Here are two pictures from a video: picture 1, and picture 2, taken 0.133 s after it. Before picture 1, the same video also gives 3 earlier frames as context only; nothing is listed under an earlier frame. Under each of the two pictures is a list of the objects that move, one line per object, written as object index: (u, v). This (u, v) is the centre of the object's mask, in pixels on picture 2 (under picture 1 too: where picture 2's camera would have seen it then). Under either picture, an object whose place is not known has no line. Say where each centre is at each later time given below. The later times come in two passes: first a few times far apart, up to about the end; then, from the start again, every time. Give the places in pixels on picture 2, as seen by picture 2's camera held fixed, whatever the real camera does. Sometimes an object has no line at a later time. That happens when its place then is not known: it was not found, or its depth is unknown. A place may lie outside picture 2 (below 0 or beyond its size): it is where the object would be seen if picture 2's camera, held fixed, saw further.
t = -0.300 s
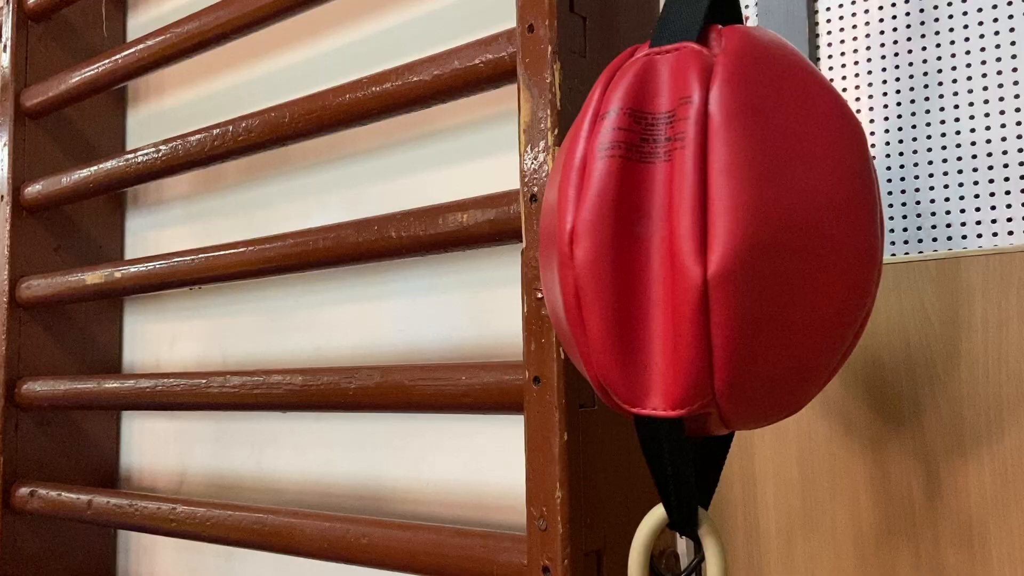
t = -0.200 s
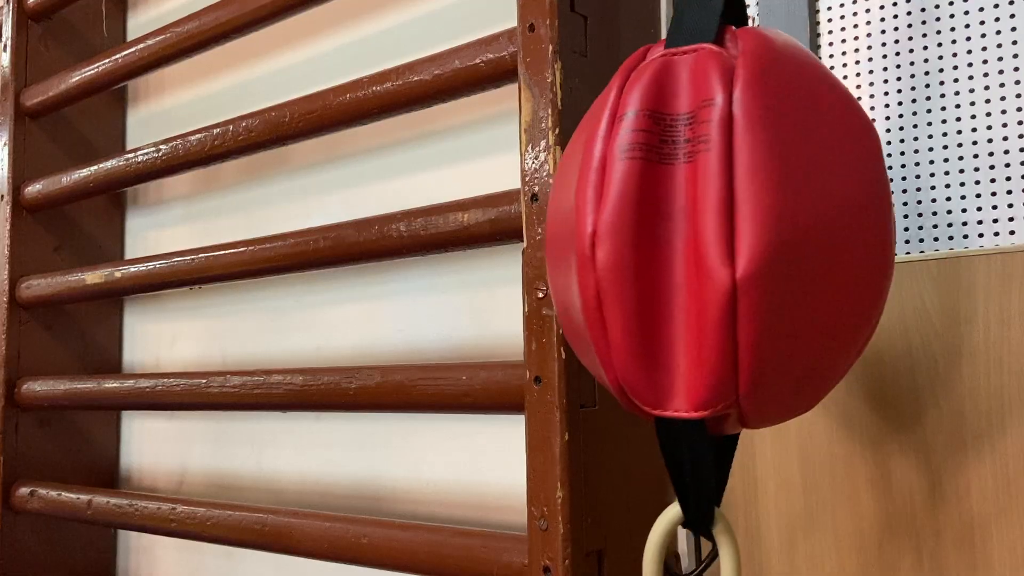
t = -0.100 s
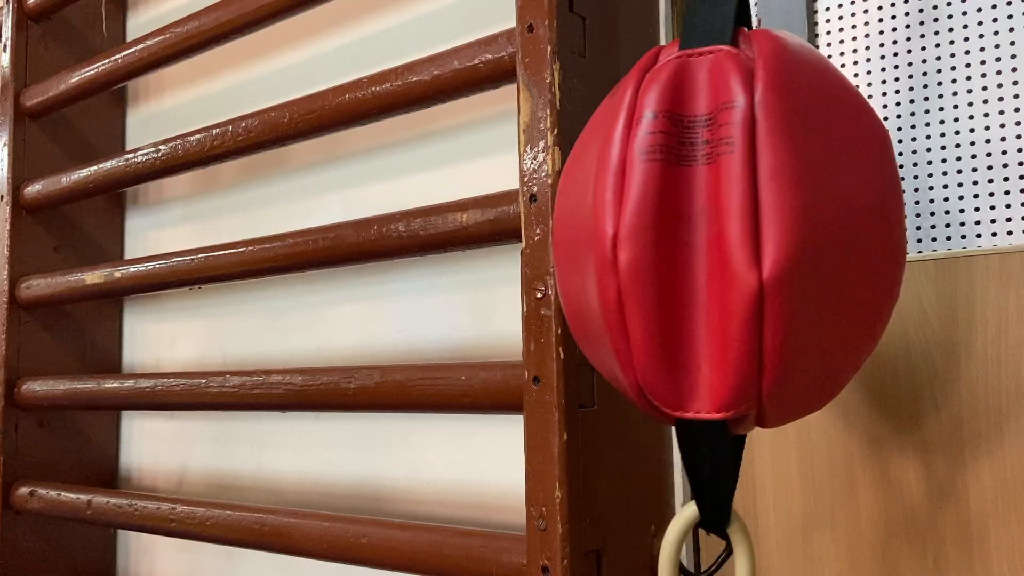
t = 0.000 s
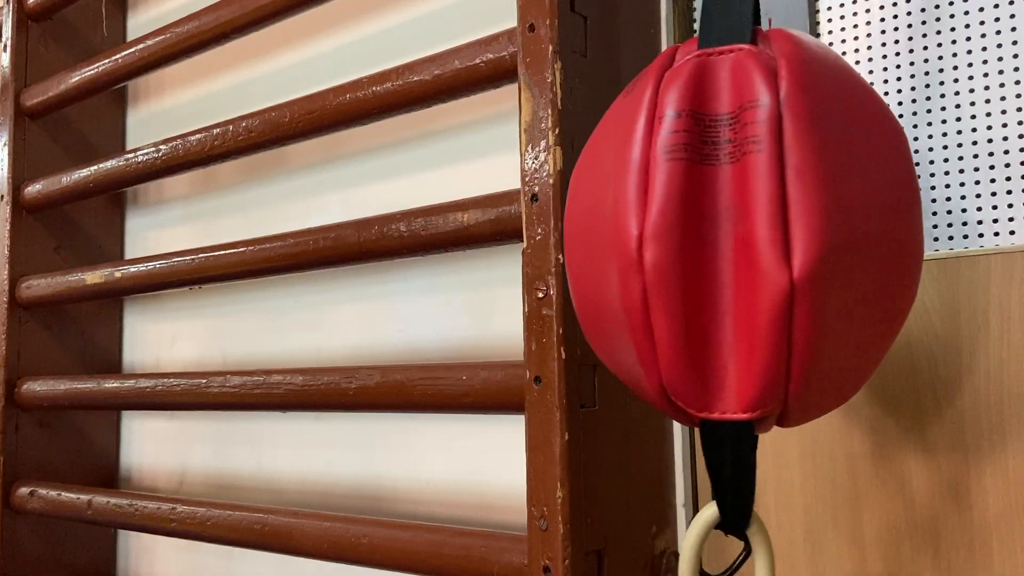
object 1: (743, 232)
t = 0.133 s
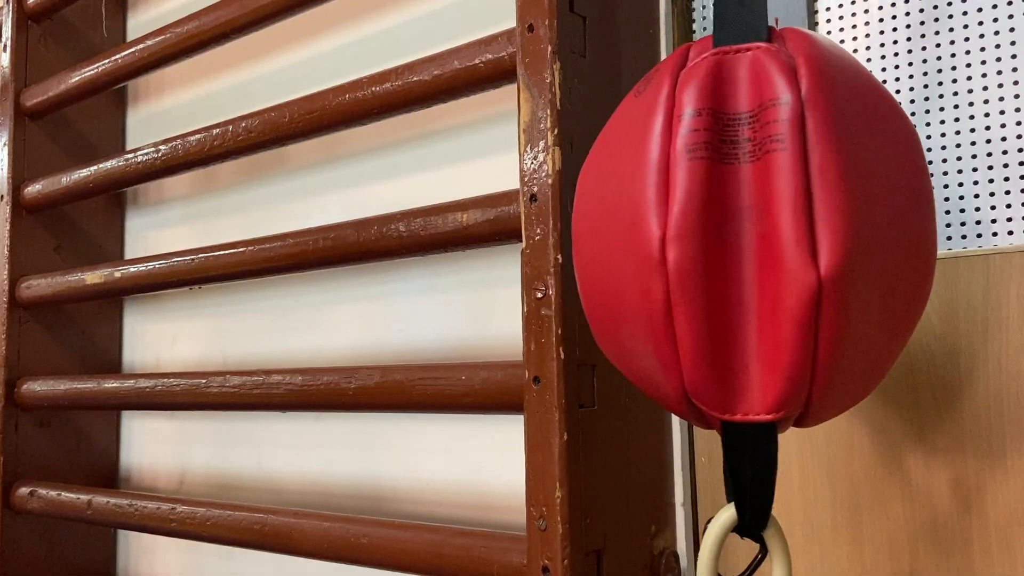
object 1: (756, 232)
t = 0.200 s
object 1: (759, 231)
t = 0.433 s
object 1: (751, 229)
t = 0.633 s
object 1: (723, 229)
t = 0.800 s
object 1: (703, 230)
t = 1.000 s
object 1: (710, 231)
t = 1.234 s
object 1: (744, 232)
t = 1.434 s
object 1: (765, 231)
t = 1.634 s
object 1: (764, 227)
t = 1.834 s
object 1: (734, 232)
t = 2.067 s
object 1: (703, 230)
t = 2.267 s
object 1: (710, 230)
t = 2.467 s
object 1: (734, 230)
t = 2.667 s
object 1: (756, 229)
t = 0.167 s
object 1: (758, 232)
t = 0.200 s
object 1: (759, 231)
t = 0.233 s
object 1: (760, 231)
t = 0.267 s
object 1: (760, 231)
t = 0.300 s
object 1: (760, 230)
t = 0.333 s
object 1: (759, 230)
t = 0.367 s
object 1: (757, 229)
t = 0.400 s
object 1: (754, 229)
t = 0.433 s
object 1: (751, 229)
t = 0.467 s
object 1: (747, 229)
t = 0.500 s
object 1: (743, 229)
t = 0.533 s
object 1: (739, 229)
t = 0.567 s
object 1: (733, 229)
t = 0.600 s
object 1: (728, 229)
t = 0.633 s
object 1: (723, 229)
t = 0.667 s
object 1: (718, 230)
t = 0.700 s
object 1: (713, 230)
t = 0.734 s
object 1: (709, 230)
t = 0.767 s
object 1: (705, 230)
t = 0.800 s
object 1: (703, 230)
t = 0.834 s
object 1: (702, 230)
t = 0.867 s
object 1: (702, 230)
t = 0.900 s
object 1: (702, 230)
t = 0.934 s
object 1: (704, 231)
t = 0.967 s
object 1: (707, 231)
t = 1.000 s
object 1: (710, 231)
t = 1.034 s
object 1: (714, 232)
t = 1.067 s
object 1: (719, 232)
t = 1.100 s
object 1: (724, 232)
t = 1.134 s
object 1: (729, 232)
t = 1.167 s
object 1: (734, 232)
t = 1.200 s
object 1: (738, 227)
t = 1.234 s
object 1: (744, 232)
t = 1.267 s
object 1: (749, 232)
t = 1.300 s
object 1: (753, 232)
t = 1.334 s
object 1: (756, 232)
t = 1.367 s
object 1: (760, 232)
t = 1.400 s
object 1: (763, 231)
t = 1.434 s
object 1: (765, 231)
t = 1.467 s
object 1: (767, 231)
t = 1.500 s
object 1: (768, 231)
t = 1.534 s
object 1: (768, 231)
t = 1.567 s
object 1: (768, 231)
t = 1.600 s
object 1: (767, 231)
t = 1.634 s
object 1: (764, 227)
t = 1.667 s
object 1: (762, 231)
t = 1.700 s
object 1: (757, 228)
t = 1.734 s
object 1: (753, 231)
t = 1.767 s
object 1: (747, 229)
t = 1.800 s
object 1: (741, 231)
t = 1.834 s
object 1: (734, 232)
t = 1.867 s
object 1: (727, 232)
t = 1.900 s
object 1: (723, 230)
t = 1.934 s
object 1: (717, 231)
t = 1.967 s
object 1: (713, 230)
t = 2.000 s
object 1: (709, 230)
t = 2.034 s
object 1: (705, 230)
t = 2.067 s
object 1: (703, 230)
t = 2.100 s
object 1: (702, 230)
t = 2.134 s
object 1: (702, 230)
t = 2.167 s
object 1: (703, 230)
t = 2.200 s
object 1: (704, 230)
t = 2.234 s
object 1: (706, 230)
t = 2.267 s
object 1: (710, 230)
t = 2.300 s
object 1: (713, 230)
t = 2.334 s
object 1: (717, 230)
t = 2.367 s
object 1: (721, 230)
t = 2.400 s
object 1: (725, 230)
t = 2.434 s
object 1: (729, 230)
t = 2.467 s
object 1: (734, 230)
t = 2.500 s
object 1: (738, 230)
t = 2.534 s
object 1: (742, 229)
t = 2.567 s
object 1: (746, 229)
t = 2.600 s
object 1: (749, 229)
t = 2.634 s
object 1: (753, 229)
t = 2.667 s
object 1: (756, 229)
